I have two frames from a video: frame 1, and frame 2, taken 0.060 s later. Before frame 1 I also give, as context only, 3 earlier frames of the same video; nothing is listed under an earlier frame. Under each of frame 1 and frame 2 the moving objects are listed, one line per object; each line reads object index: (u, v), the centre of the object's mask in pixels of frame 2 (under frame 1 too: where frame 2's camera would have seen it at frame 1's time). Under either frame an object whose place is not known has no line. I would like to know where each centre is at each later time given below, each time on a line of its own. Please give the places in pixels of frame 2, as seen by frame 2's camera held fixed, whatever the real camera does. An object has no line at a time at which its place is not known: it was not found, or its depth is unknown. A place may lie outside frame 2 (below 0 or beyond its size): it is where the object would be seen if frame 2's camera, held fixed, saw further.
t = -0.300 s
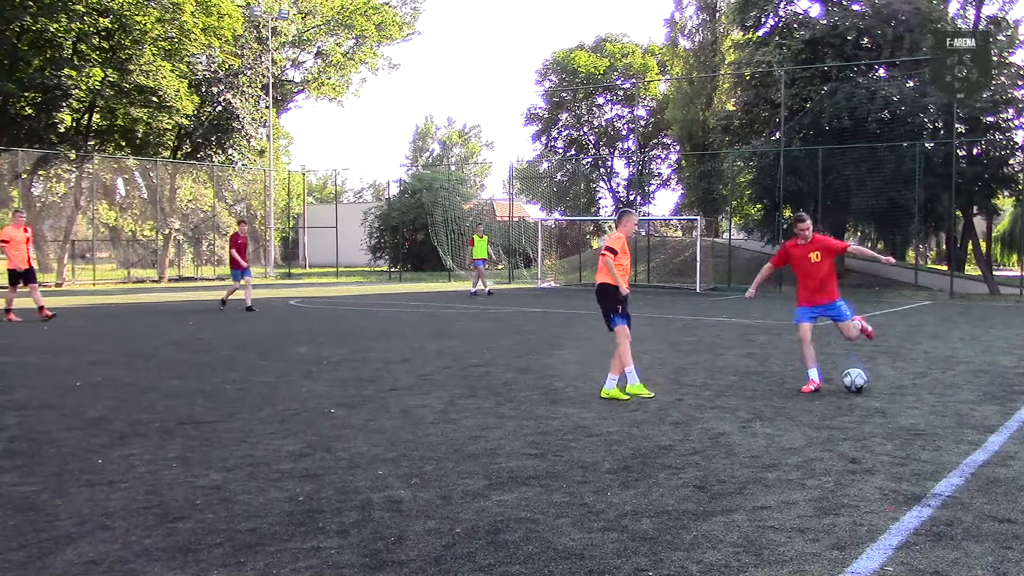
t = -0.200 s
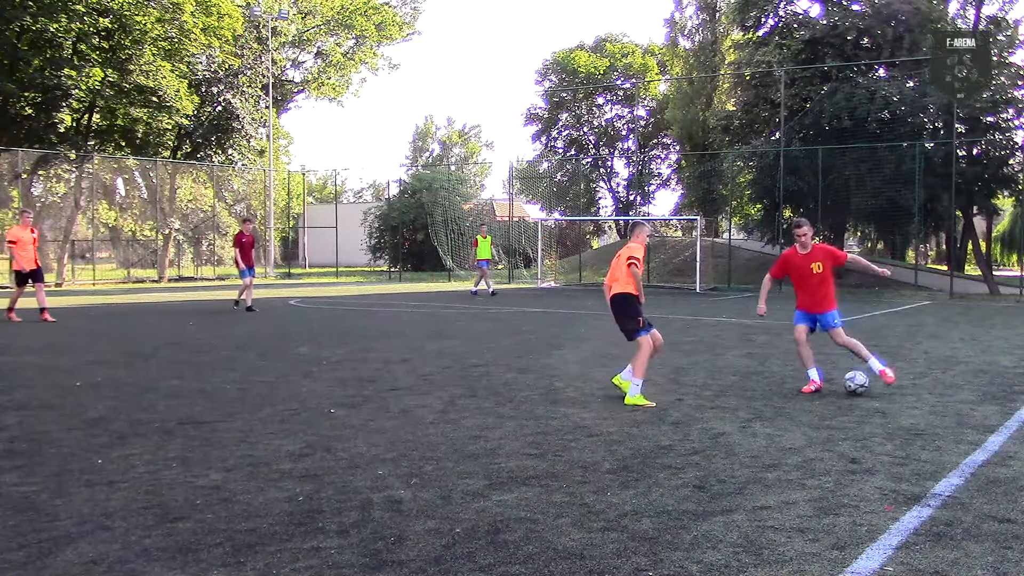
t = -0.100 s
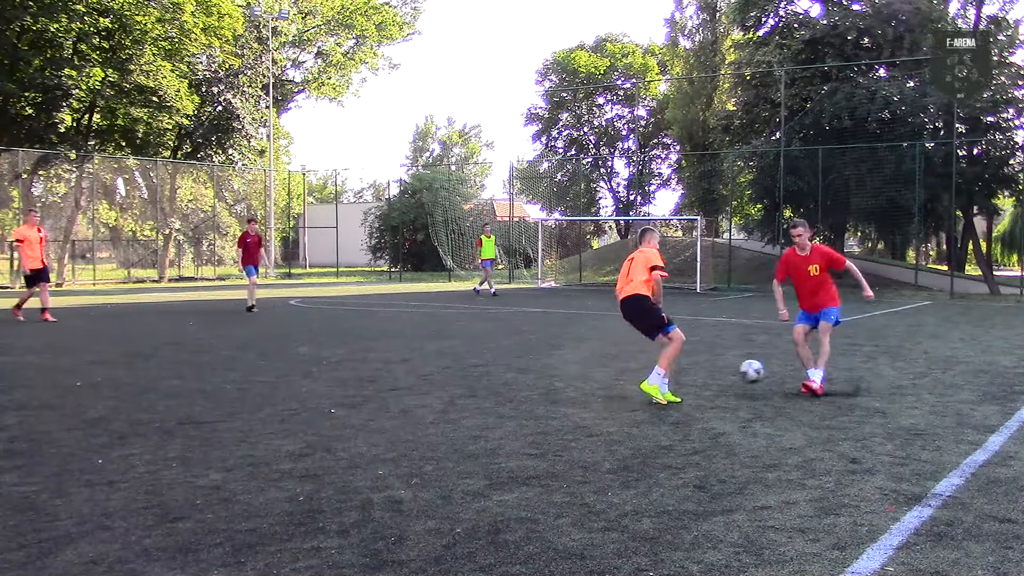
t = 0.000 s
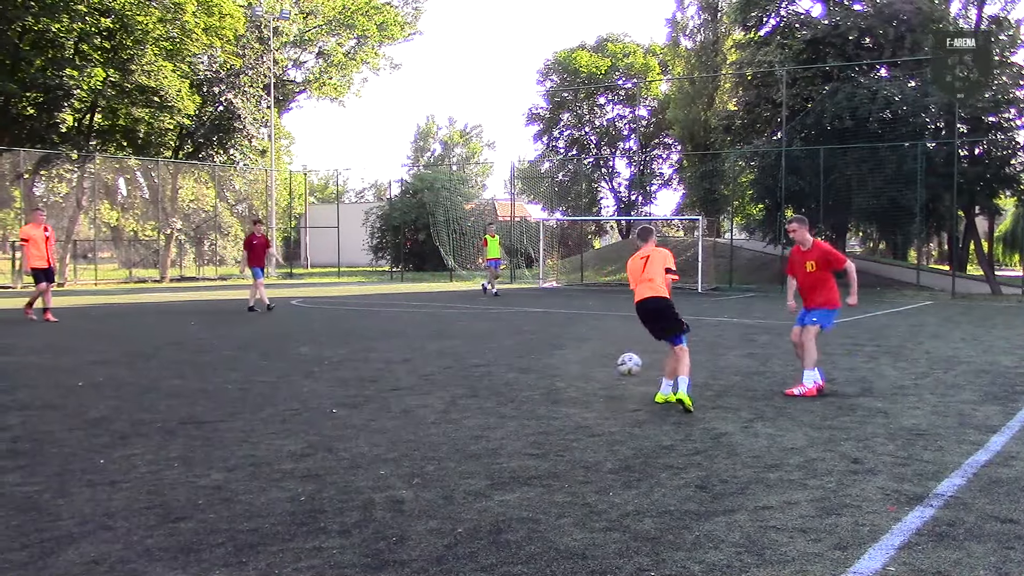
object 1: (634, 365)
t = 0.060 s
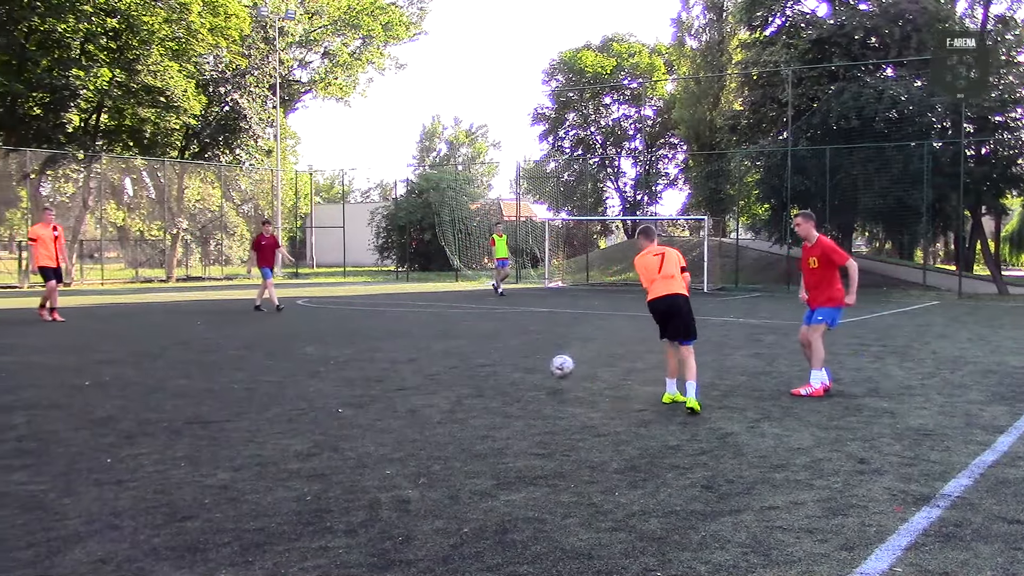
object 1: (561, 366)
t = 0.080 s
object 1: (538, 367)
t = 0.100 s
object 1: (515, 370)
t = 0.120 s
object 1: (492, 373)
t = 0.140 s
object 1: (471, 375)
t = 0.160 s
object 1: (452, 372)
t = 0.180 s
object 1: (434, 369)
